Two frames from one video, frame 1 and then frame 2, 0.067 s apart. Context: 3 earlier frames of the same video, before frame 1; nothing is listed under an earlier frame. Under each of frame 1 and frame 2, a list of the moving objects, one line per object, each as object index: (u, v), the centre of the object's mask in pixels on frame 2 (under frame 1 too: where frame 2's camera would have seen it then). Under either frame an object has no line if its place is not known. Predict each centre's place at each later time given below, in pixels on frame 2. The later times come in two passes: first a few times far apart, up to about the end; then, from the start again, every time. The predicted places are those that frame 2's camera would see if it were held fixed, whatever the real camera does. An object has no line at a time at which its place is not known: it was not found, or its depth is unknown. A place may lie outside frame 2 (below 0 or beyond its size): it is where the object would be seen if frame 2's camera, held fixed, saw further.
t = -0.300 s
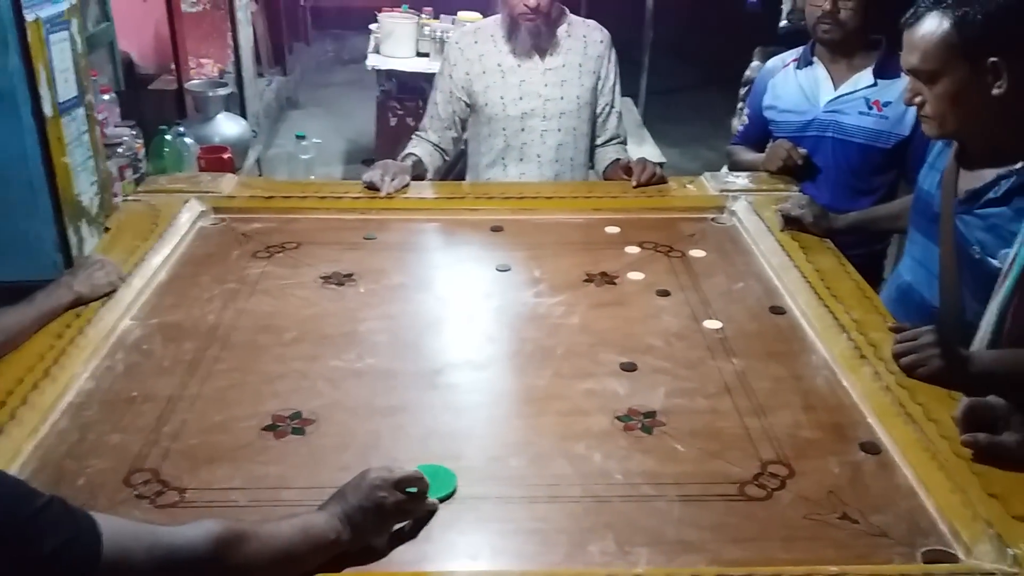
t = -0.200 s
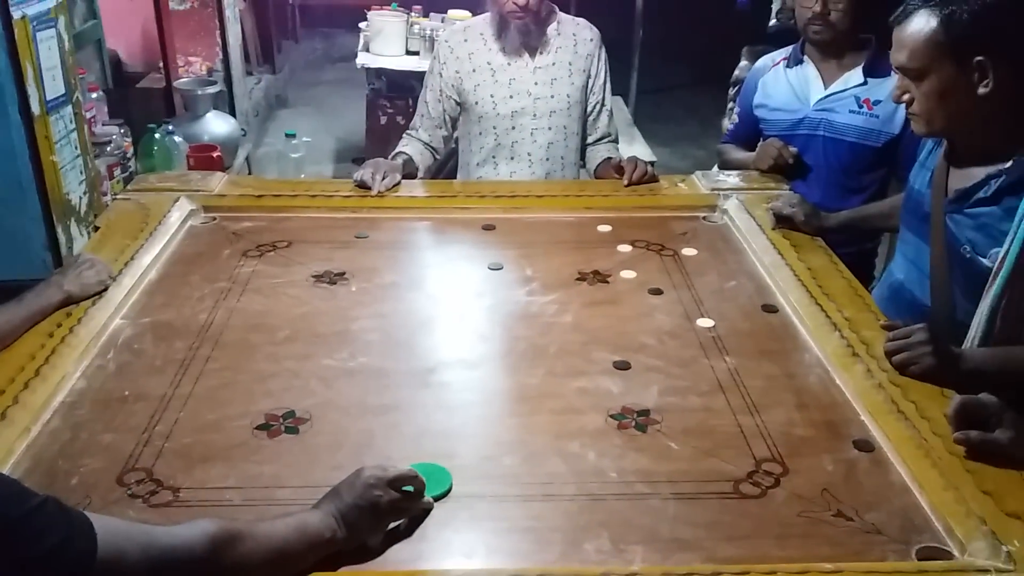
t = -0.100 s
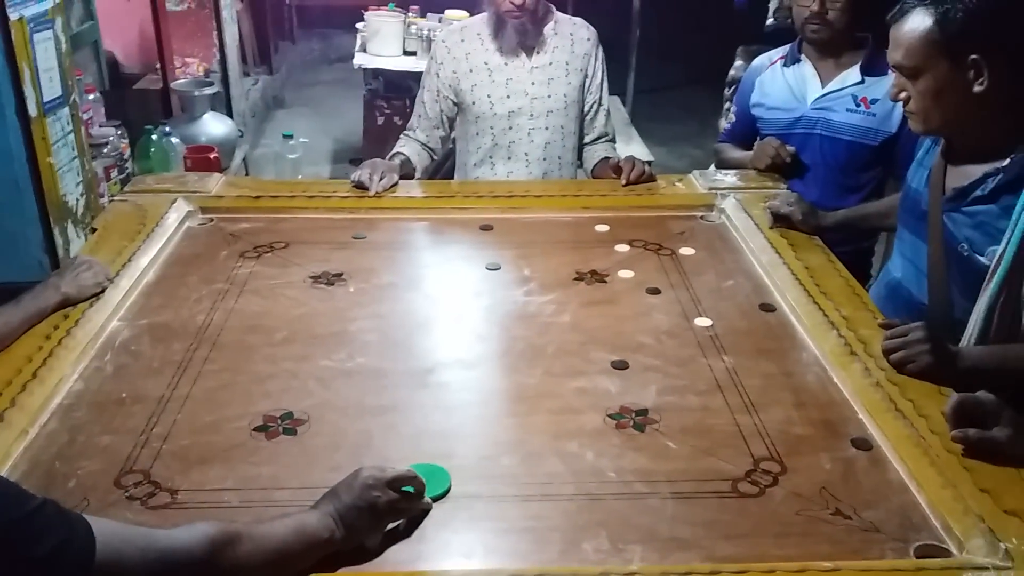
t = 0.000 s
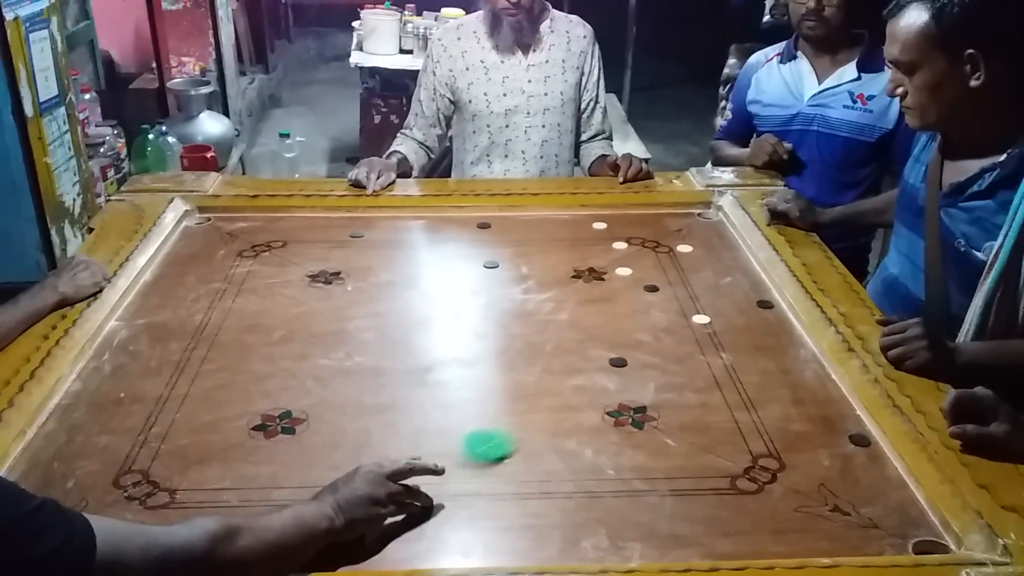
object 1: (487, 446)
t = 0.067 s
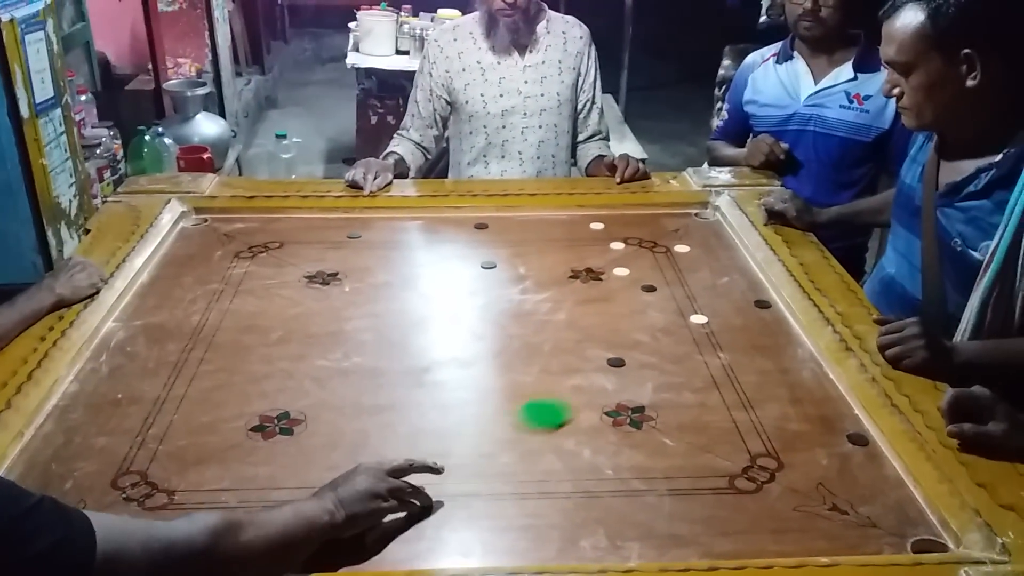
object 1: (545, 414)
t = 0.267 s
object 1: (688, 340)
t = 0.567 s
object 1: (683, 288)
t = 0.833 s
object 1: (577, 266)
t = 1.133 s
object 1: (480, 246)
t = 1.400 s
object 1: (412, 232)
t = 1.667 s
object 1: (356, 226)
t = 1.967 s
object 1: (313, 225)
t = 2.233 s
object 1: (282, 224)
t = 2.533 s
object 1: (255, 222)
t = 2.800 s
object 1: (240, 222)
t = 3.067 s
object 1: (230, 223)
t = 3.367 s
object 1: (224, 222)
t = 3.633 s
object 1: (223, 222)
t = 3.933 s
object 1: (223, 221)
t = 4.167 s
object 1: (223, 221)
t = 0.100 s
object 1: (573, 399)
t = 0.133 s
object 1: (598, 386)
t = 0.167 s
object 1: (622, 372)
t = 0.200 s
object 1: (645, 362)
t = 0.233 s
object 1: (667, 351)
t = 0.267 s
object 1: (688, 340)
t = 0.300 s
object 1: (708, 331)
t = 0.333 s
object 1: (727, 322)
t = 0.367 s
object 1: (745, 314)
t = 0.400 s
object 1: (760, 307)
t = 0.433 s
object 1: (747, 302)
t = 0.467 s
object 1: (731, 298)
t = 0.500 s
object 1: (714, 295)
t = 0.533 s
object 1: (699, 291)
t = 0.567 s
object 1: (683, 288)
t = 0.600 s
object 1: (669, 285)
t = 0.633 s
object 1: (654, 281)
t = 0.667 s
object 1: (640, 278)
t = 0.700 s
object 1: (626, 275)
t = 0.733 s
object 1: (612, 273)
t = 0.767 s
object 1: (600, 270)
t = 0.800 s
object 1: (588, 268)
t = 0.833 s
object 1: (577, 266)
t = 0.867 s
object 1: (565, 262)
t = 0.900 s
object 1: (552, 260)
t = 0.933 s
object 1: (541, 258)
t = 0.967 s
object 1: (530, 256)
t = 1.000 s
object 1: (520, 253)
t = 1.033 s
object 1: (510, 251)
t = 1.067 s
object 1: (500, 249)
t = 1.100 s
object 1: (490, 247)
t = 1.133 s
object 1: (480, 246)
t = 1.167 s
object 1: (471, 244)
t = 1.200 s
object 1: (462, 242)
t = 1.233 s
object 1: (453, 240)
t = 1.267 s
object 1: (445, 239)
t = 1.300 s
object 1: (437, 238)
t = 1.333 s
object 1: (428, 236)
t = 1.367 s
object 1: (420, 235)
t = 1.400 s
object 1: (412, 232)
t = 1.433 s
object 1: (404, 231)
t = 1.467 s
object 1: (396, 231)
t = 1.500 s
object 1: (389, 229)
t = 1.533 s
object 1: (382, 228)
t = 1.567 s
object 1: (376, 227)
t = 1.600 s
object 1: (369, 227)
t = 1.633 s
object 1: (362, 226)
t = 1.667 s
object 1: (356, 226)
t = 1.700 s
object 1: (350, 226)
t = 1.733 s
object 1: (345, 226)
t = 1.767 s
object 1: (340, 226)
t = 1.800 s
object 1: (336, 226)
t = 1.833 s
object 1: (331, 225)
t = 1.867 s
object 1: (327, 225)
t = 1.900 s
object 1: (322, 225)
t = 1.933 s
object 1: (318, 225)
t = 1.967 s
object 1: (313, 225)
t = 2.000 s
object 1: (309, 225)
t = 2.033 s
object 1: (305, 225)
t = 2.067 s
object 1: (301, 224)
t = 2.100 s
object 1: (297, 224)
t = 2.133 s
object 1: (293, 224)
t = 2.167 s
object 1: (290, 224)
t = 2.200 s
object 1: (286, 224)
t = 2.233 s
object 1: (282, 224)
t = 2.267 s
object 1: (279, 223)
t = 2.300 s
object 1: (276, 223)
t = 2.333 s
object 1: (272, 223)
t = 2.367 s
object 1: (269, 223)
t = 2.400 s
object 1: (266, 223)
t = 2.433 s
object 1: (263, 223)
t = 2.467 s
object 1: (260, 223)
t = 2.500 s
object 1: (257, 223)
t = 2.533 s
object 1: (255, 222)
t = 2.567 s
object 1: (252, 222)
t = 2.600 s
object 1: (250, 222)
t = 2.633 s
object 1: (248, 222)
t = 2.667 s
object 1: (246, 222)
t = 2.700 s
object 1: (244, 222)
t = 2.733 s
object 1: (243, 222)
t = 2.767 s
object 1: (241, 222)
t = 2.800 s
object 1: (240, 222)
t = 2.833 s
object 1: (238, 222)
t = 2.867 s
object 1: (237, 222)
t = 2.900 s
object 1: (235, 222)
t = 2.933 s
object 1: (234, 223)
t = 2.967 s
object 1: (234, 223)
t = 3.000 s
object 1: (232, 223)
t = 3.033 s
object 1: (231, 223)
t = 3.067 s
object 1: (230, 223)
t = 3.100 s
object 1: (229, 223)
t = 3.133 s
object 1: (228, 223)
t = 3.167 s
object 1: (228, 223)
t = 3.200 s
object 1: (227, 223)
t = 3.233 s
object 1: (226, 222)
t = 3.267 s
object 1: (225, 222)
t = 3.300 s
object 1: (225, 222)
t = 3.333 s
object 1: (224, 222)
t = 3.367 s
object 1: (224, 222)
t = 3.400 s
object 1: (224, 221)
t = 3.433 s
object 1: (223, 221)
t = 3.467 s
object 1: (223, 221)
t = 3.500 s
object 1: (223, 221)
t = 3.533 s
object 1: (223, 221)
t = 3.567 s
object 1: (222, 221)
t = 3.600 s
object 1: (223, 221)
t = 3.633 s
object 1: (223, 222)
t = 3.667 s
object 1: (222, 222)
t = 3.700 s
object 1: (222, 222)
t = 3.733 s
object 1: (223, 221)
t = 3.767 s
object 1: (223, 221)
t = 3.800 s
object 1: (223, 221)
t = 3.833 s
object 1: (223, 221)
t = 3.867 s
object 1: (223, 221)
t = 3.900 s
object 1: (223, 221)
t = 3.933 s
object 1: (223, 221)
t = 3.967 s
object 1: (223, 221)
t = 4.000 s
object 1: (223, 221)
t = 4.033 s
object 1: (223, 221)
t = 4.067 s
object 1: (223, 221)
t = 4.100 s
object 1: (223, 221)
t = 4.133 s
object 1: (223, 221)
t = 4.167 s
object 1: (223, 221)
